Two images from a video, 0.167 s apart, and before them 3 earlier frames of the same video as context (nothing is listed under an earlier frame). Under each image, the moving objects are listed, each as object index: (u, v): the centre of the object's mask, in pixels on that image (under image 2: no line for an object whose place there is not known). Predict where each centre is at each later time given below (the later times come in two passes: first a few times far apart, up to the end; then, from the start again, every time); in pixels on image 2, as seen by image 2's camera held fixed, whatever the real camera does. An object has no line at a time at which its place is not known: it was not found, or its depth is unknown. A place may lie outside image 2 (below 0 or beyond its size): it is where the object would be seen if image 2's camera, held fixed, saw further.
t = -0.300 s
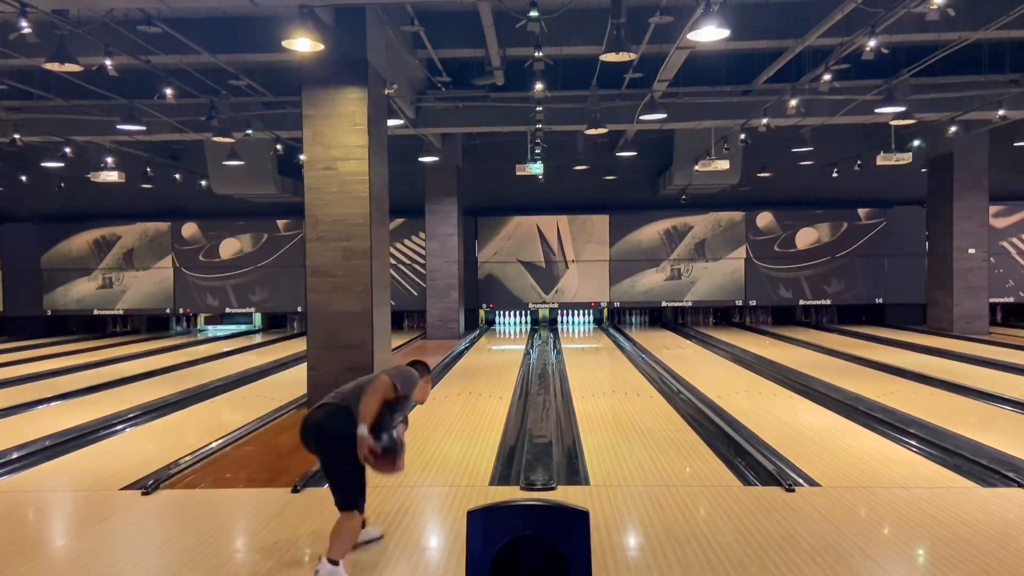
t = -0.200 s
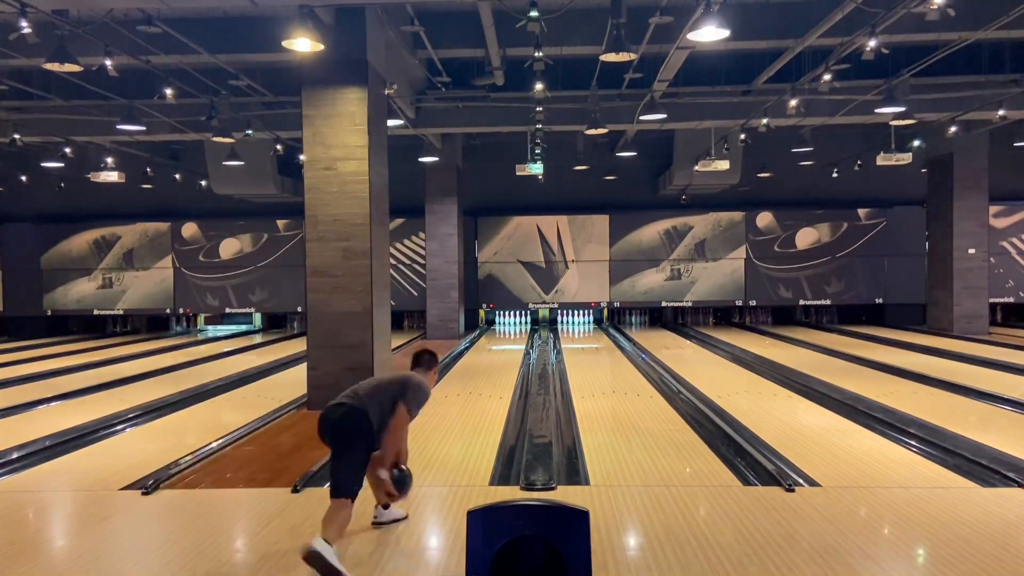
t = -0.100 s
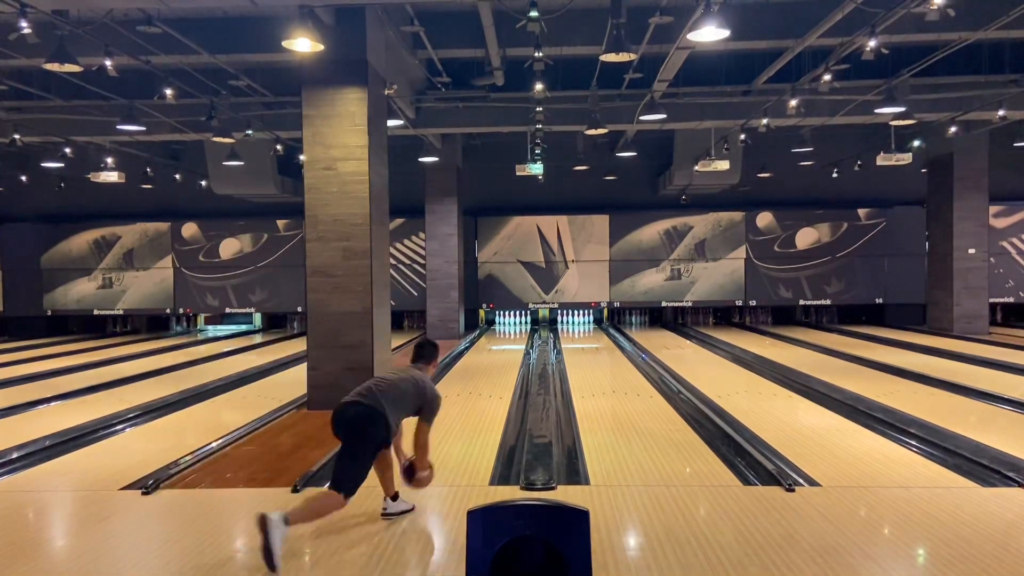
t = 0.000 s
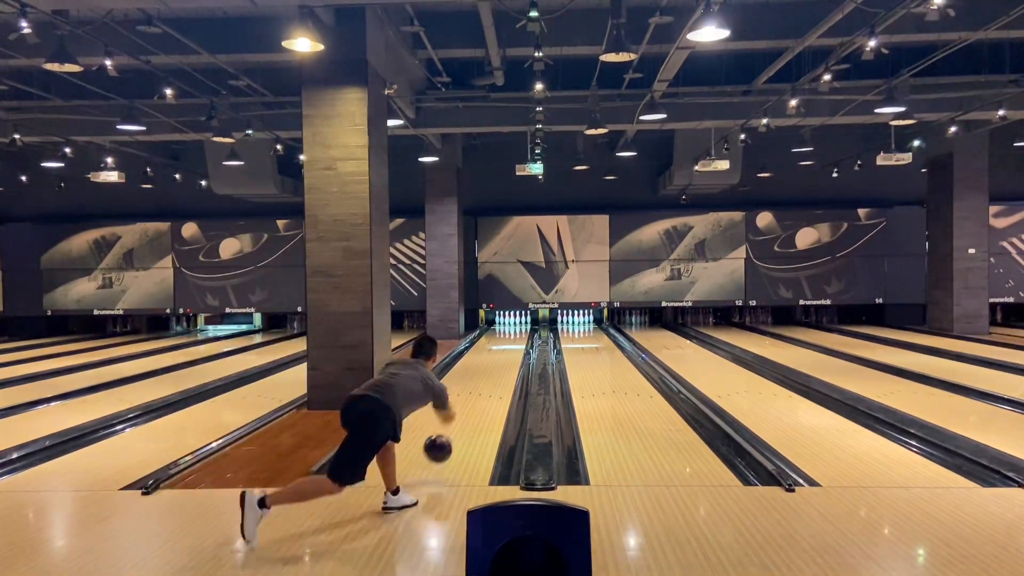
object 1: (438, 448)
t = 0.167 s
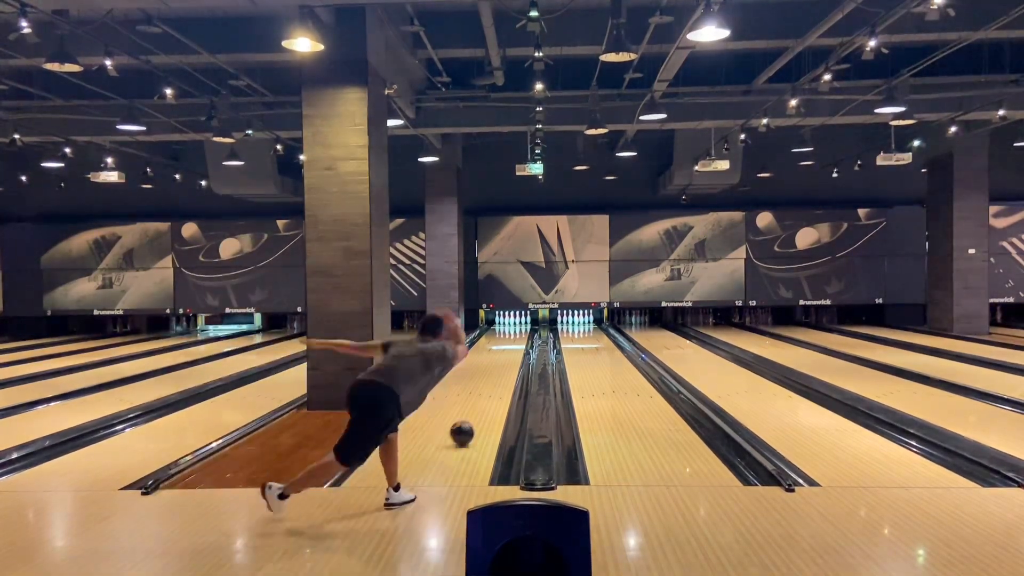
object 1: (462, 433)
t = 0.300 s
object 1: (476, 415)
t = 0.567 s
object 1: (496, 388)
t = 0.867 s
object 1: (511, 368)
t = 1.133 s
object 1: (518, 355)
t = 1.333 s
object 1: (522, 348)
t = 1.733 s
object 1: (524, 336)
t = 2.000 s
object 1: (522, 331)
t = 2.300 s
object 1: (518, 327)
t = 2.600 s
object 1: (516, 323)
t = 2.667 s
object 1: (515, 322)
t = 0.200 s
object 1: (466, 428)
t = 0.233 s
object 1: (469, 424)
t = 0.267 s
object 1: (472, 420)
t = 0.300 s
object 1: (476, 415)
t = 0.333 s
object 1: (479, 411)
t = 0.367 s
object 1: (482, 407)
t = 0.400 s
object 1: (485, 403)
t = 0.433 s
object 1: (487, 400)
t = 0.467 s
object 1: (489, 397)
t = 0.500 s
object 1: (492, 393)
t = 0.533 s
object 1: (494, 391)
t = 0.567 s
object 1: (496, 388)
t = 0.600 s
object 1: (498, 385)
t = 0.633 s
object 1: (500, 383)
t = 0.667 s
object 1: (502, 380)
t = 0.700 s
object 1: (503, 378)
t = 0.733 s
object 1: (505, 376)
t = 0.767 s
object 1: (507, 374)
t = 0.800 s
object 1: (508, 372)
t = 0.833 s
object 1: (509, 370)
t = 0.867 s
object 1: (511, 368)
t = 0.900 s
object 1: (512, 366)
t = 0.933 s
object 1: (513, 364)
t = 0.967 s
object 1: (514, 362)
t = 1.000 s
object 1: (515, 361)
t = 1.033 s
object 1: (516, 359)
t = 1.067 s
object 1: (517, 358)
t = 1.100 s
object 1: (518, 356)
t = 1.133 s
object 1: (518, 355)
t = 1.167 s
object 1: (519, 354)
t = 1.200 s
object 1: (520, 353)
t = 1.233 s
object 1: (520, 352)
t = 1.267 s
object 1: (521, 350)
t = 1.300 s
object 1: (521, 349)
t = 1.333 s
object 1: (522, 348)
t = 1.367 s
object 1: (522, 347)
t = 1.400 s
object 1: (523, 346)
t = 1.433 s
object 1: (523, 344)
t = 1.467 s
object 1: (523, 344)
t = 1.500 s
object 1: (523, 343)
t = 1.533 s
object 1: (524, 342)
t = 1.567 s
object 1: (524, 341)
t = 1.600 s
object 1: (524, 340)
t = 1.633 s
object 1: (524, 339)
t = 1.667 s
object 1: (524, 338)
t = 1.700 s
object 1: (524, 337)
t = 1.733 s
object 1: (524, 336)
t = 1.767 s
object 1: (524, 336)
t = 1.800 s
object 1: (524, 335)
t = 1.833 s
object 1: (523, 335)
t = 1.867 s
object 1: (523, 334)
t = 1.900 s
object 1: (523, 333)
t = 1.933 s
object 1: (522, 332)
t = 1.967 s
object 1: (522, 332)
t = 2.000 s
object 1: (522, 331)
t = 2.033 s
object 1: (521, 330)
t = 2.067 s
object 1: (521, 330)
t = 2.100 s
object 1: (521, 329)
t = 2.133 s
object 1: (520, 329)
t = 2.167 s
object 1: (520, 328)
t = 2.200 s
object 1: (520, 328)
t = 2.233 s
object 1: (519, 328)
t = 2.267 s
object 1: (519, 327)
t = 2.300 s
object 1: (518, 327)
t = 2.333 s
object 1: (518, 326)
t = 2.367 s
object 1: (518, 325)
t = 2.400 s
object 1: (518, 325)
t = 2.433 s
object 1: (517, 324)
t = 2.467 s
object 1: (517, 324)
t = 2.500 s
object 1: (517, 324)
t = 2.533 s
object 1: (516, 324)
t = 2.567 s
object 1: (516, 323)
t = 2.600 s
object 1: (516, 323)
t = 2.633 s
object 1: (515, 322)
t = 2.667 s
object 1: (515, 322)
